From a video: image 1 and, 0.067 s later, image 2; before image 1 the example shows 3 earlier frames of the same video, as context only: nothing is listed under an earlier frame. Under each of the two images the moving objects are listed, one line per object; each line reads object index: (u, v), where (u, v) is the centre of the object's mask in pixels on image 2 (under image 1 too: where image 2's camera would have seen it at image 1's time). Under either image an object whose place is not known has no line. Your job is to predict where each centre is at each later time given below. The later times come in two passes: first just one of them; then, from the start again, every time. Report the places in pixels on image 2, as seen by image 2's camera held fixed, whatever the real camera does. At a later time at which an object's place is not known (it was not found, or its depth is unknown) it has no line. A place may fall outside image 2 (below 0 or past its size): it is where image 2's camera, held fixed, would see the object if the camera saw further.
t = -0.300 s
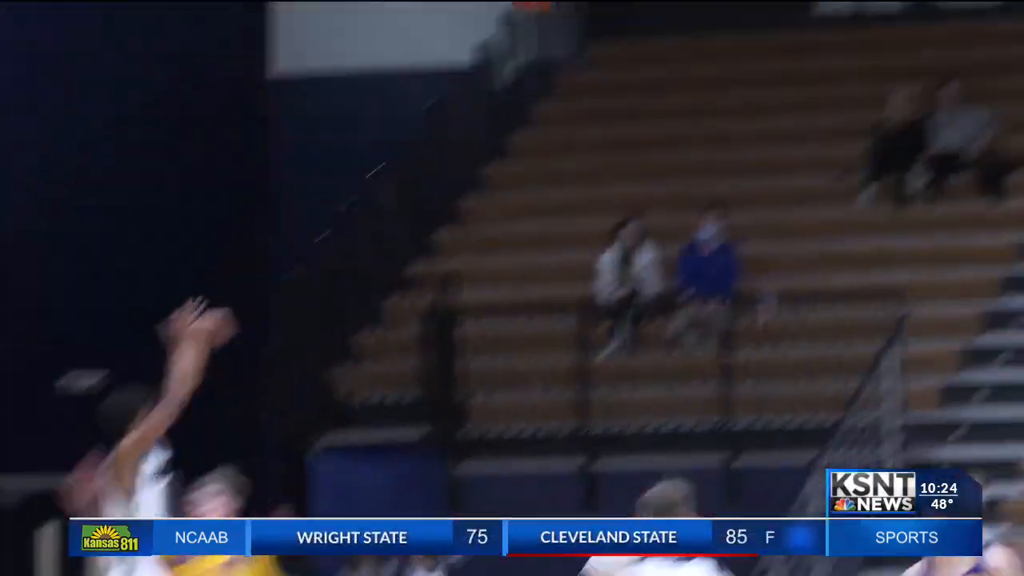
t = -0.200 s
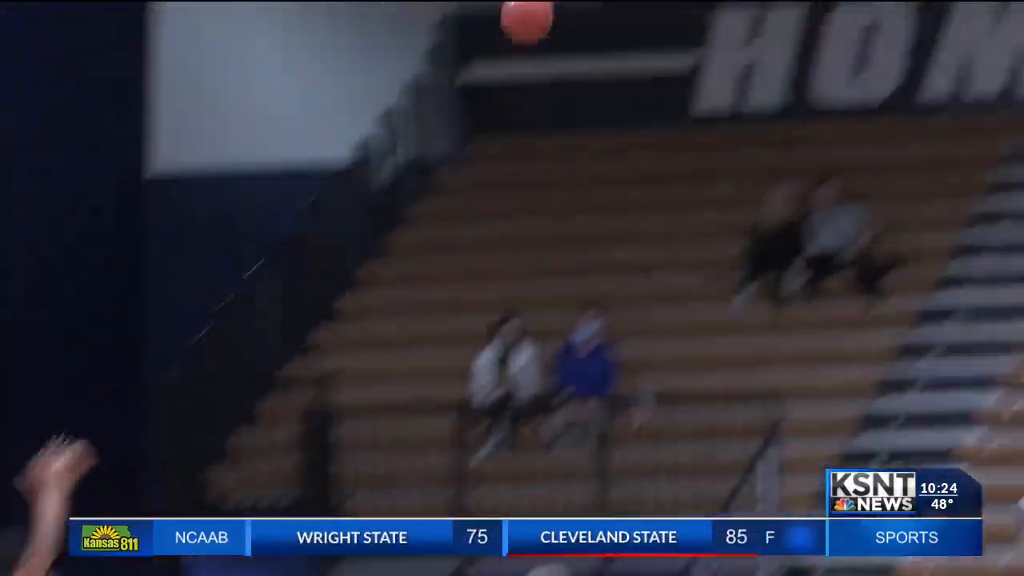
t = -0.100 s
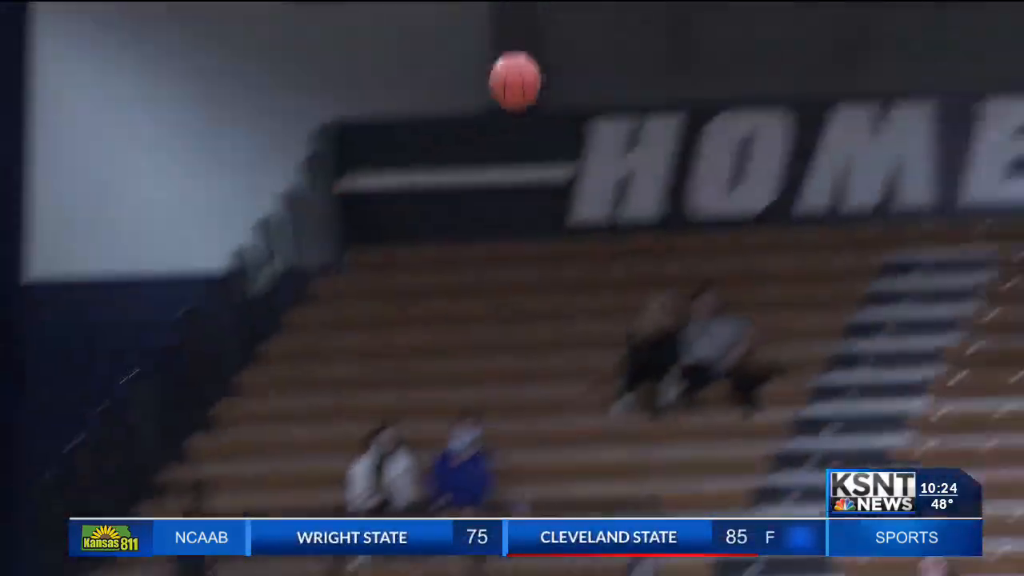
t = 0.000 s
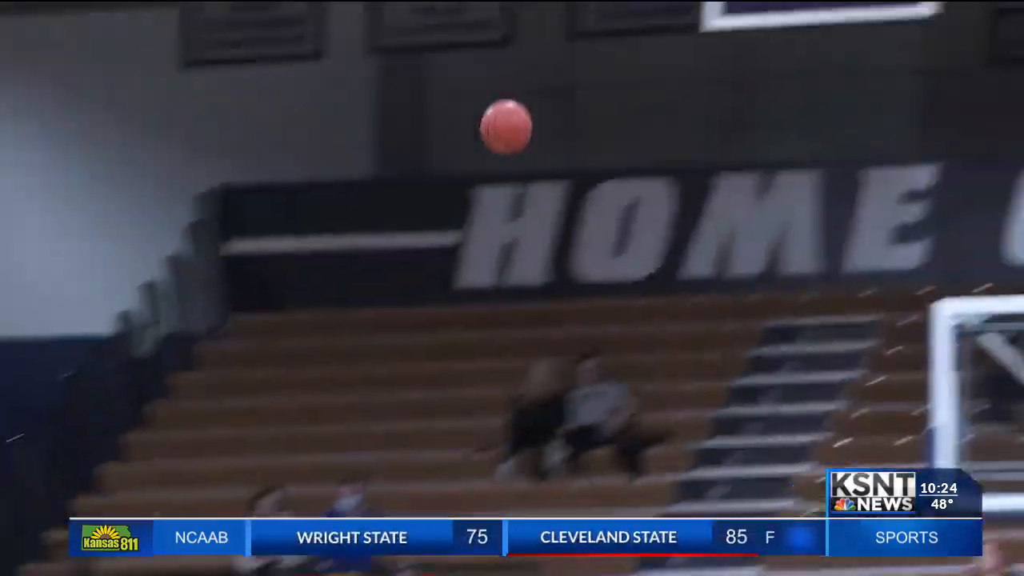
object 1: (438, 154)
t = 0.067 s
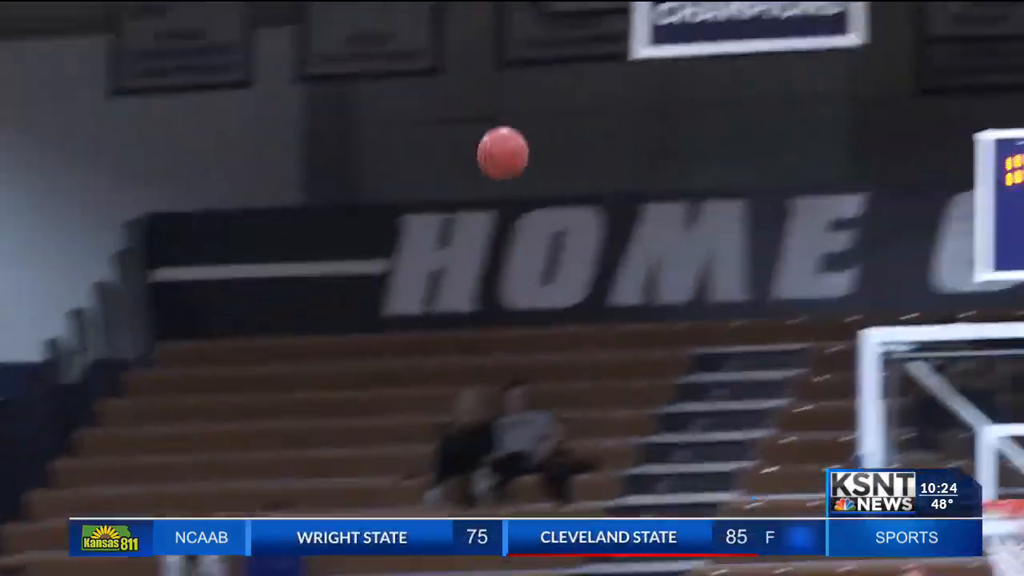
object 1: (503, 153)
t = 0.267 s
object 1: (696, 201)
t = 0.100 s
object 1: (535, 156)
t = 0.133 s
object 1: (567, 162)
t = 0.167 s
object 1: (599, 169)
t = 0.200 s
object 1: (631, 178)
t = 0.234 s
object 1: (664, 188)
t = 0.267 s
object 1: (696, 201)
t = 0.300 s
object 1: (728, 216)
